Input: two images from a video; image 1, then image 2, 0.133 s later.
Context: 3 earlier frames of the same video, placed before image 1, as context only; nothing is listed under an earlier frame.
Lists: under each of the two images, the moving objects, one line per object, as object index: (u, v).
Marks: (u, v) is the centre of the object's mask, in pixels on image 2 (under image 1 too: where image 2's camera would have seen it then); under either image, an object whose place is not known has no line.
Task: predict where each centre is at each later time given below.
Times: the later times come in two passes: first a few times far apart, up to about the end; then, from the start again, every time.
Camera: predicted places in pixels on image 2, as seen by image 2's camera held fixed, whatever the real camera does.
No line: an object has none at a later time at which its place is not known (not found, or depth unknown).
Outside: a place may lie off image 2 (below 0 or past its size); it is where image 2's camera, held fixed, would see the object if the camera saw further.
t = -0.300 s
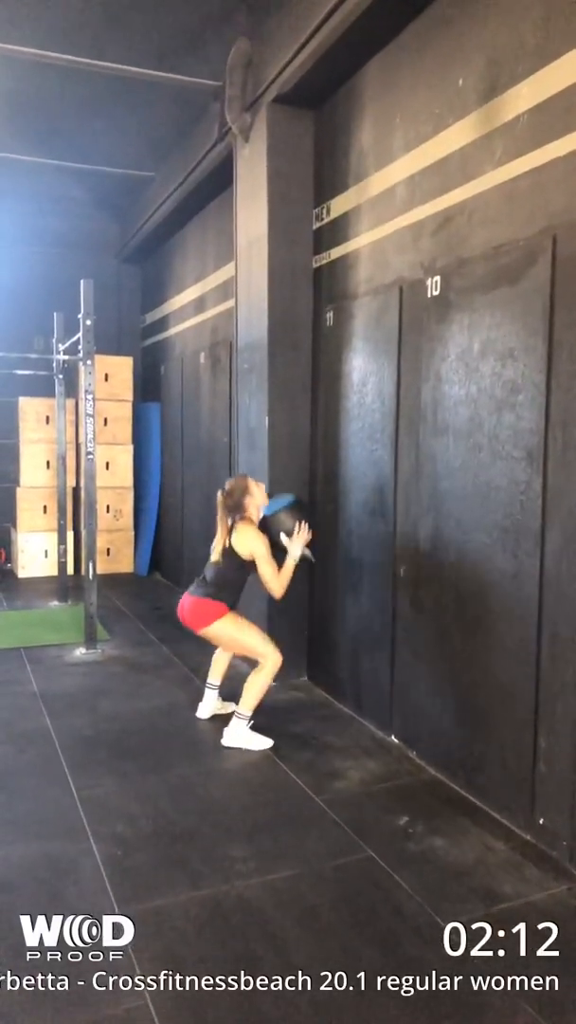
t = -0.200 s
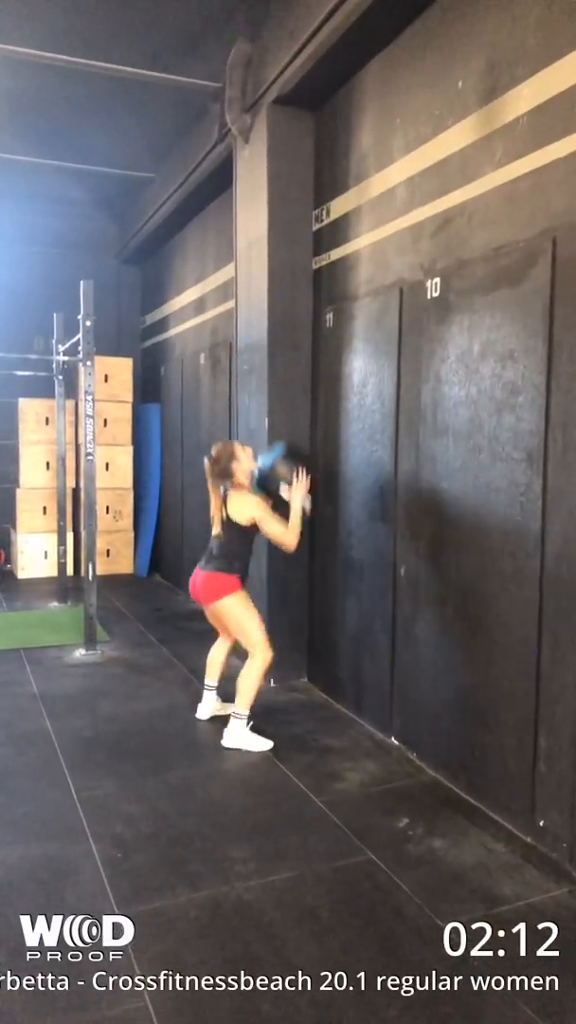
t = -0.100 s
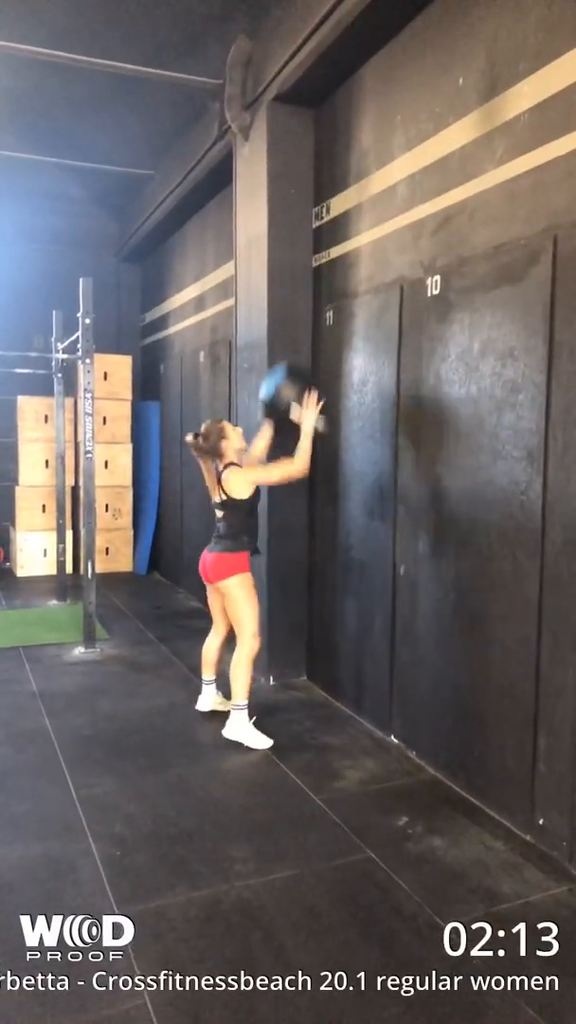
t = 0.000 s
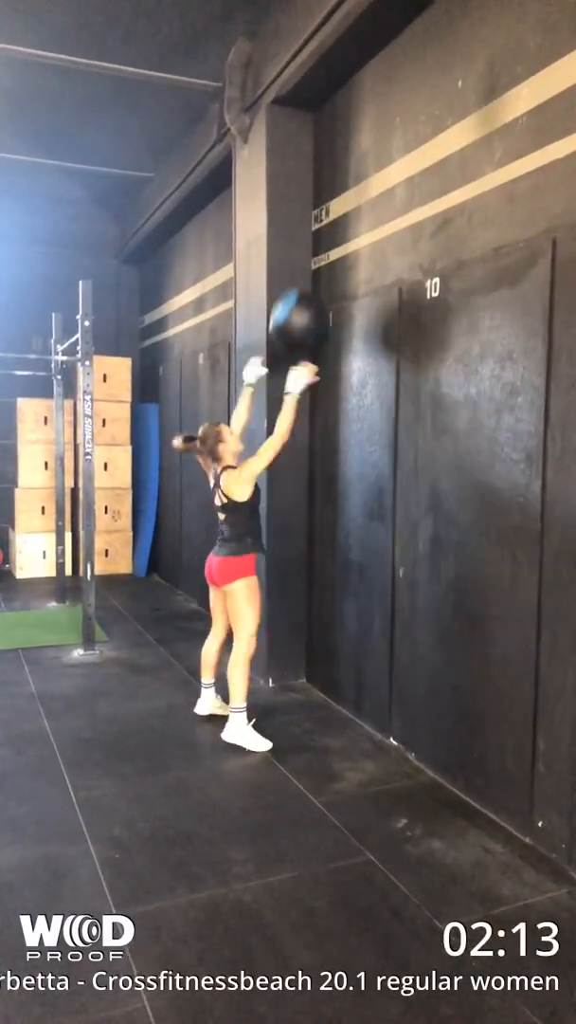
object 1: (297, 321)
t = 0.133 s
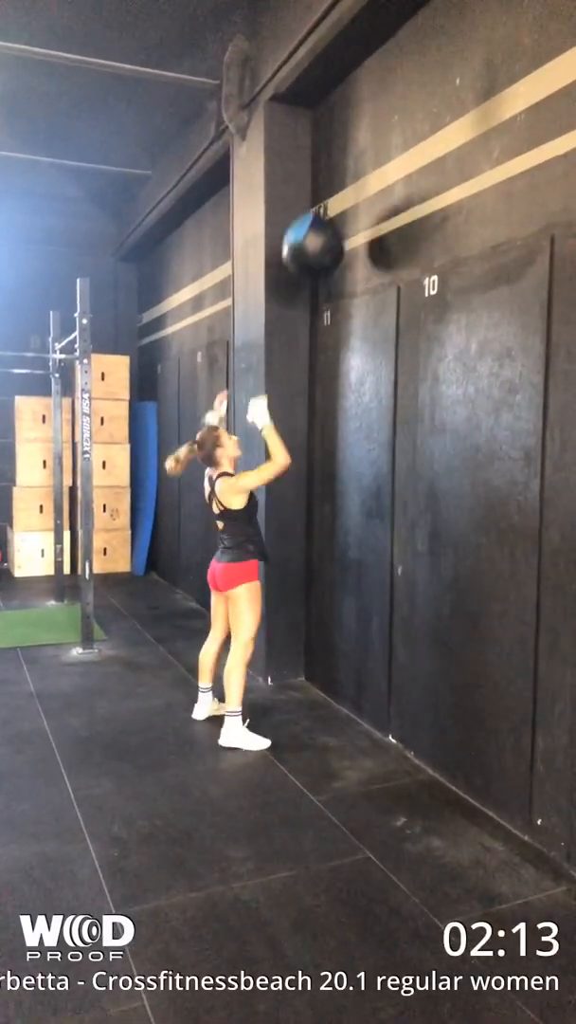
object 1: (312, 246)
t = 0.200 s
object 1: (320, 222)
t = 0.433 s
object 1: (324, 199)
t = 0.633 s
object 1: (306, 257)
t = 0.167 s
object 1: (316, 232)
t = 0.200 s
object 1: (320, 222)
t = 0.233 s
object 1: (324, 213)
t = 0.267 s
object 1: (328, 205)
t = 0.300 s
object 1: (331, 200)
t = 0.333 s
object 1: (331, 196)
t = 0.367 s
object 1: (329, 196)
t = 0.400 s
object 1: (327, 196)
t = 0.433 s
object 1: (324, 199)
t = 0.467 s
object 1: (321, 203)
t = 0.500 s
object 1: (318, 210)
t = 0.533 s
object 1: (316, 219)
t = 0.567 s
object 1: (313, 230)
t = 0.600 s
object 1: (310, 242)
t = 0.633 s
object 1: (306, 257)
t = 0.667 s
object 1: (303, 272)
